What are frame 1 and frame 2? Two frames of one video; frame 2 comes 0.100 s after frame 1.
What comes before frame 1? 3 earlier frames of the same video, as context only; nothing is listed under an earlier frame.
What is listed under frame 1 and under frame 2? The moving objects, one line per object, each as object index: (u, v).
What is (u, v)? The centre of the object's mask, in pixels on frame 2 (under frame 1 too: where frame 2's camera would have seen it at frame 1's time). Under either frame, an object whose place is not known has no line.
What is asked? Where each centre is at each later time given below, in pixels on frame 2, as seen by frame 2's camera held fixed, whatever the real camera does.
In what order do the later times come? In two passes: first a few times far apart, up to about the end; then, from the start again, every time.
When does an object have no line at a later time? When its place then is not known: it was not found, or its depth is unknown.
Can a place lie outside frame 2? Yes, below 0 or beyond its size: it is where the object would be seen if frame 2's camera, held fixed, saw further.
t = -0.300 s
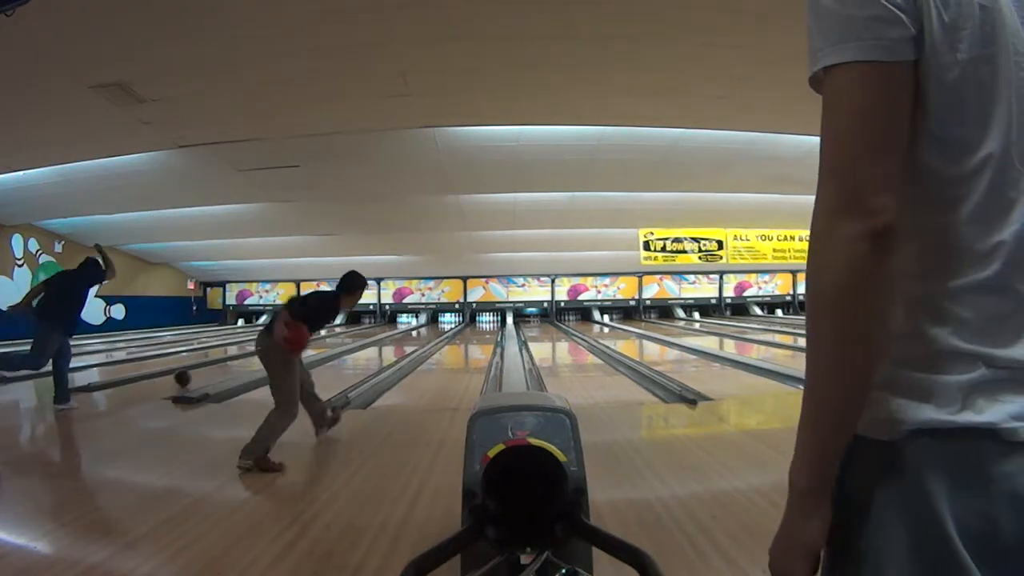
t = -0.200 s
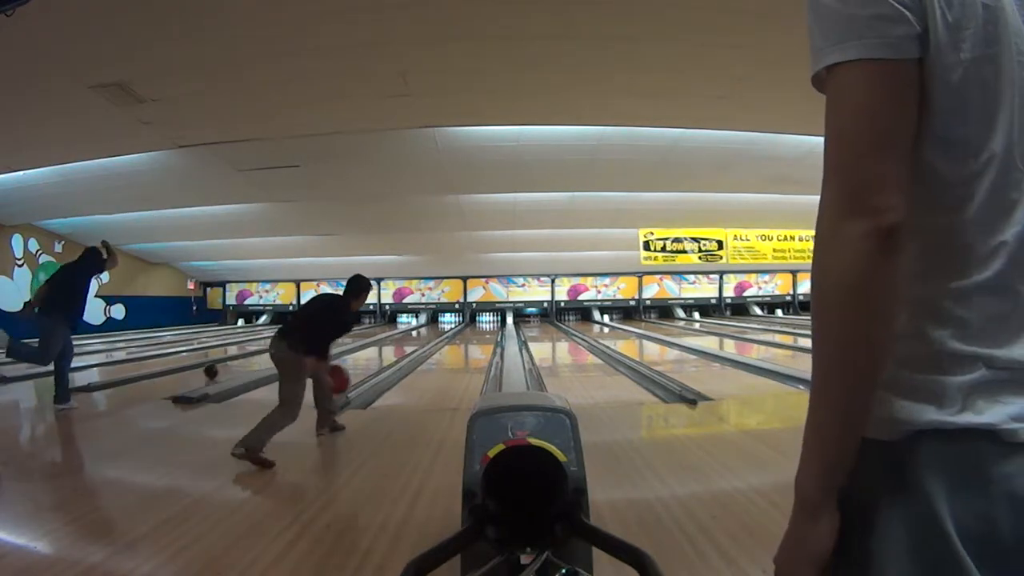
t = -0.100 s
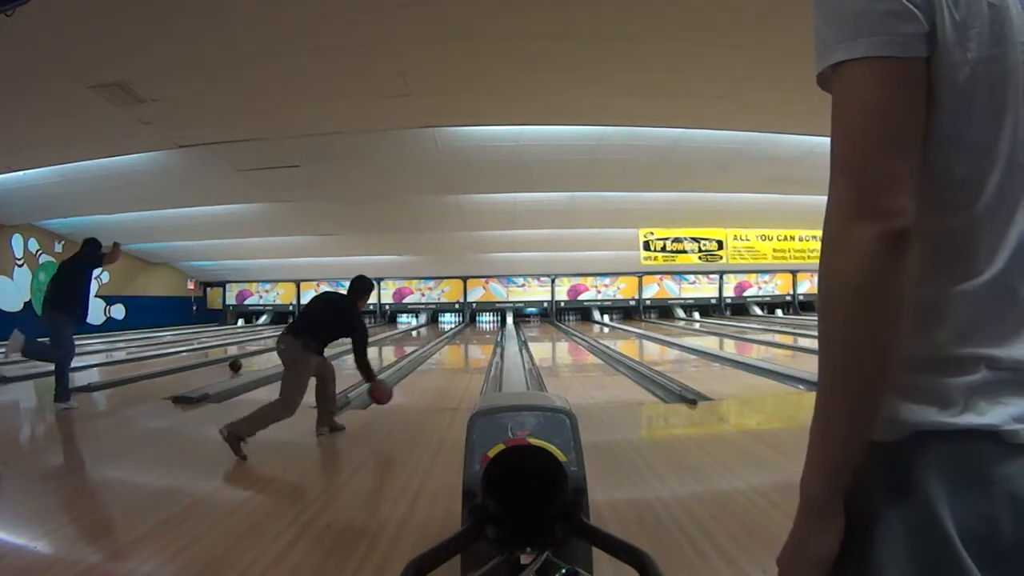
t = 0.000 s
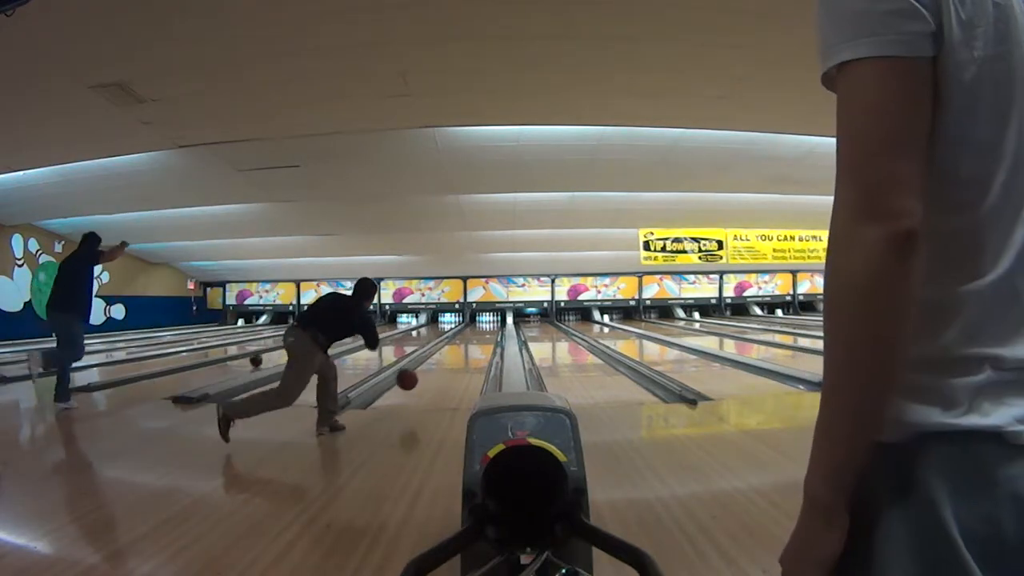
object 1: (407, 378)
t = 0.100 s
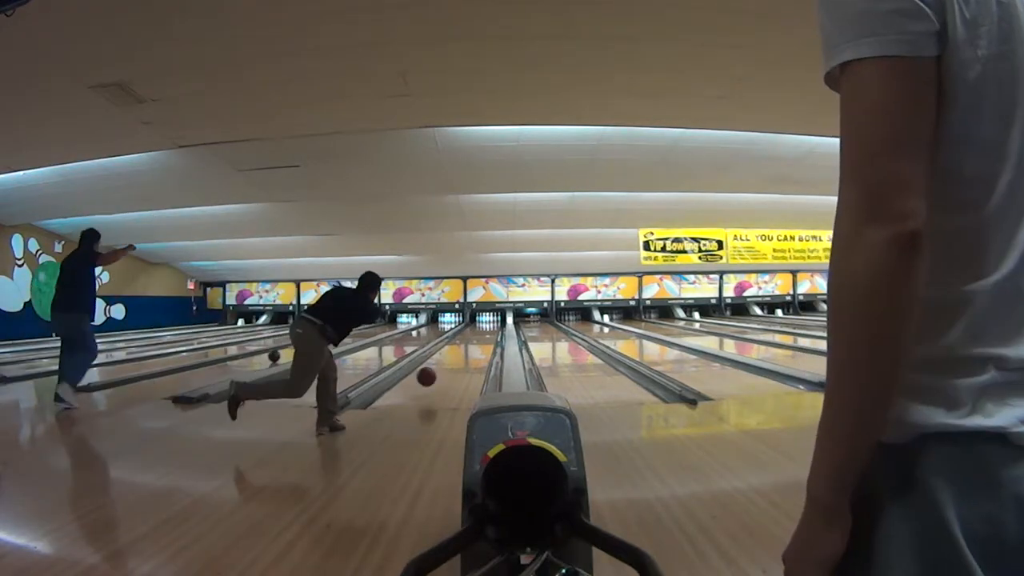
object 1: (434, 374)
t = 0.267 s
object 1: (450, 369)
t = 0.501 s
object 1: (470, 355)
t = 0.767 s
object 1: (485, 344)
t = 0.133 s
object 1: (439, 375)
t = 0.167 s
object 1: (442, 376)
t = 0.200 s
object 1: (444, 374)
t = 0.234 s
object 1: (450, 369)
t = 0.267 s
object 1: (450, 369)
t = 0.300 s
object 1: (453, 367)
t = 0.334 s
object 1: (457, 366)
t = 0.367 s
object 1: (460, 363)
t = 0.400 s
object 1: (462, 361)
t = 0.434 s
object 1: (466, 359)
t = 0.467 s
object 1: (468, 358)
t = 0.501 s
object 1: (470, 355)
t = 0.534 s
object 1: (473, 354)
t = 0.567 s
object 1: (475, 352)
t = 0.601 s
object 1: (477, 351)
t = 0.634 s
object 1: (479, 349)
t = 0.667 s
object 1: (480, 348)
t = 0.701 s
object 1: (482, 347)
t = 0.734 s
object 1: (483, 346)
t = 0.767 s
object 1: (485, 344)
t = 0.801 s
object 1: (486, 344)
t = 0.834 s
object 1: (488, 343)
